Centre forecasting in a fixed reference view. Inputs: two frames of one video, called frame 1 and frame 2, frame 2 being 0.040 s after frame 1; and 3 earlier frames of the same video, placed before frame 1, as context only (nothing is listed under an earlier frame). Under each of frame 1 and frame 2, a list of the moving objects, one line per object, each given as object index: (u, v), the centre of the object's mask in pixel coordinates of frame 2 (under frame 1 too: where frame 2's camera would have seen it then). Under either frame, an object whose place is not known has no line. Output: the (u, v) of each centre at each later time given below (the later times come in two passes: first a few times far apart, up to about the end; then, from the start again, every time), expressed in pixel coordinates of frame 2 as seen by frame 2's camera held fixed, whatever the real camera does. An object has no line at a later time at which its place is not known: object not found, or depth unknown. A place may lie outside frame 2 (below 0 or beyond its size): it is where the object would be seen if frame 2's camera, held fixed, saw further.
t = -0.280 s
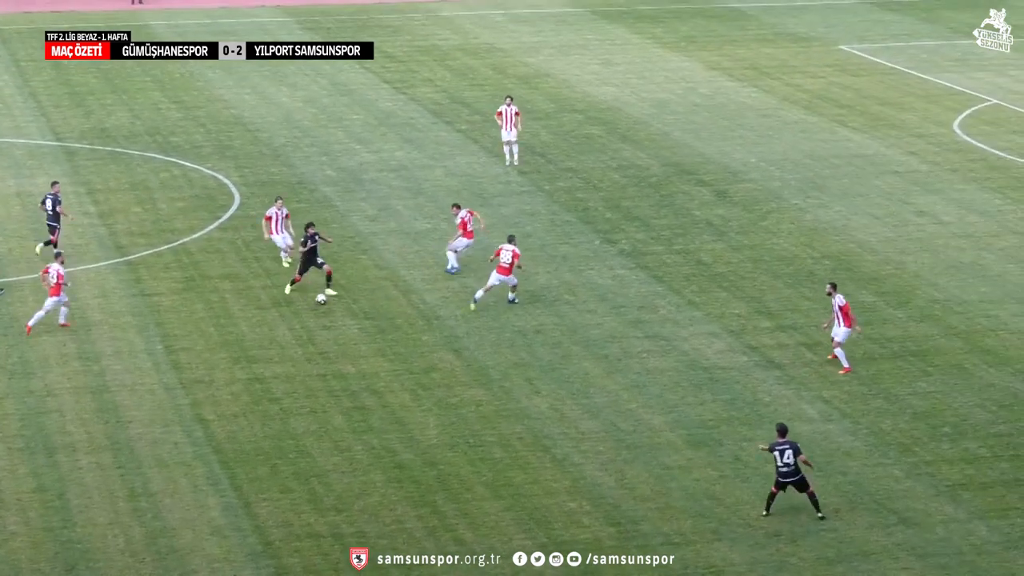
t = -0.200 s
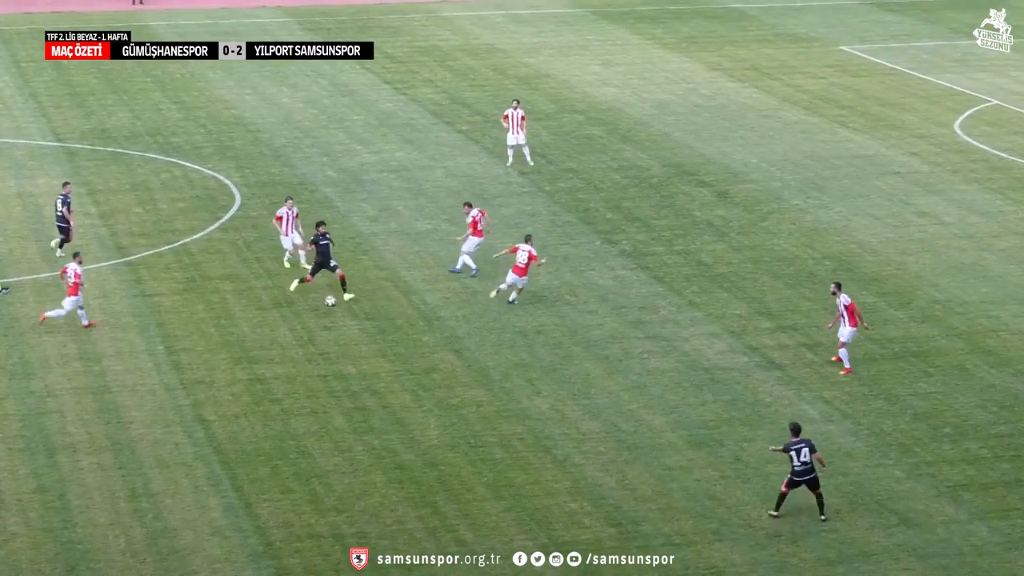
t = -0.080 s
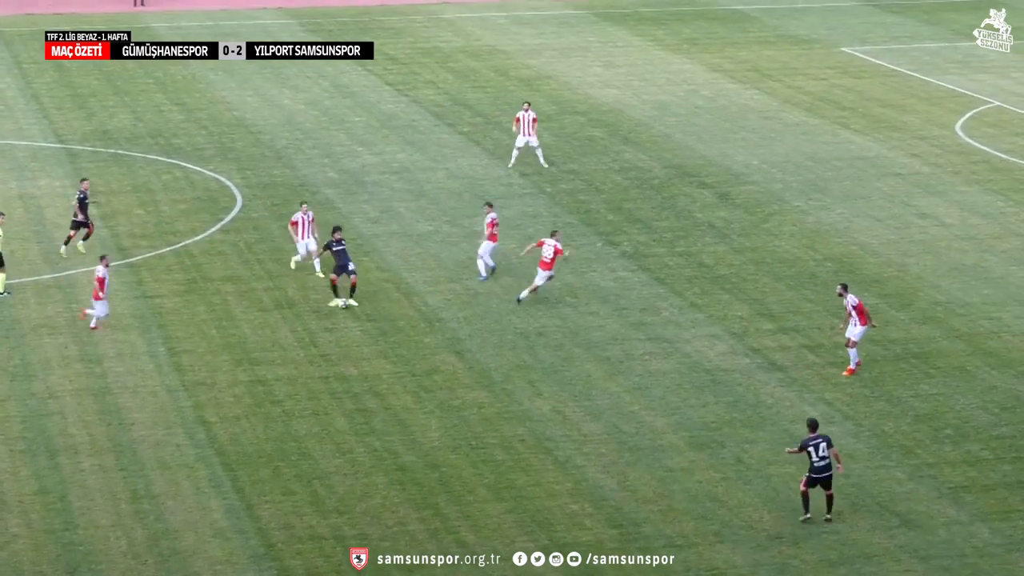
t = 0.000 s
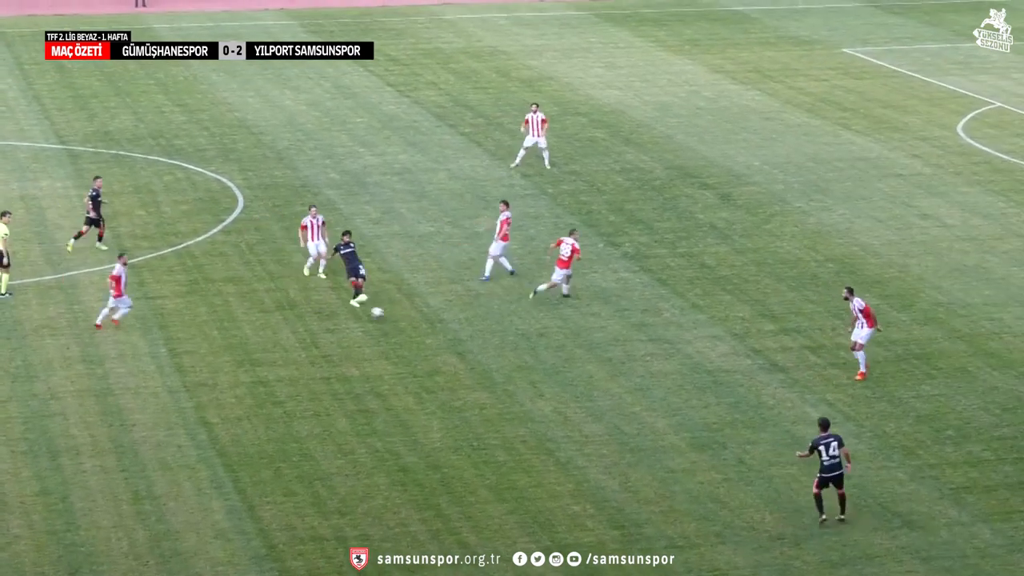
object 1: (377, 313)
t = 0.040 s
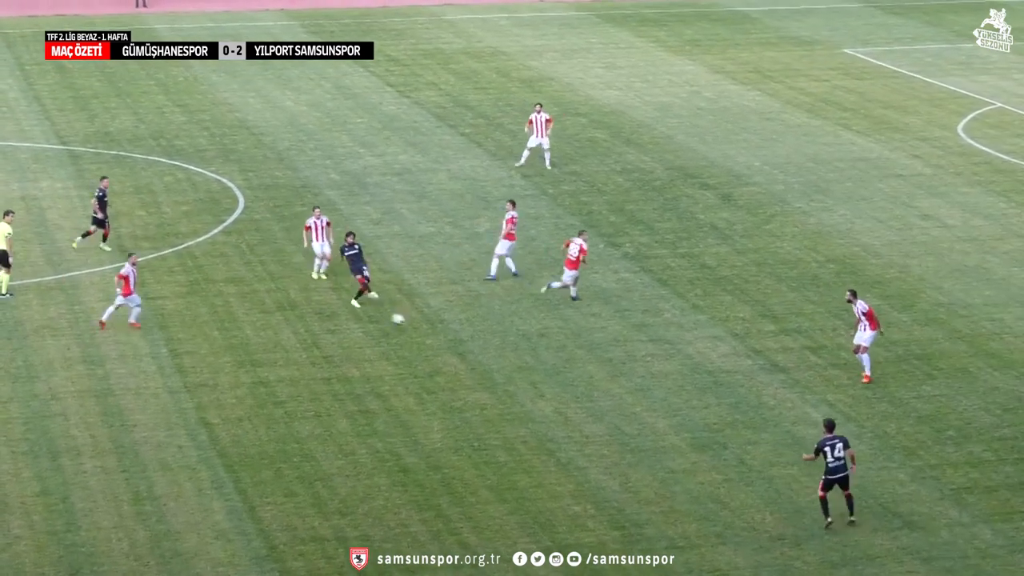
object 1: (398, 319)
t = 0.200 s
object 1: (479, 357)
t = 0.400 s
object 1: (577, 399)
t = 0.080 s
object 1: (418, 327)
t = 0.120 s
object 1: (438, 336)
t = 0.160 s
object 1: (459, 346)
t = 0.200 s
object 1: (479, 357)
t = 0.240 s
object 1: (500, 368)
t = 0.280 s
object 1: (521, 381)
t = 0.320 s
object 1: (540, 387)
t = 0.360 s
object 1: (558, 392)
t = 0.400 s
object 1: (577, 399)
